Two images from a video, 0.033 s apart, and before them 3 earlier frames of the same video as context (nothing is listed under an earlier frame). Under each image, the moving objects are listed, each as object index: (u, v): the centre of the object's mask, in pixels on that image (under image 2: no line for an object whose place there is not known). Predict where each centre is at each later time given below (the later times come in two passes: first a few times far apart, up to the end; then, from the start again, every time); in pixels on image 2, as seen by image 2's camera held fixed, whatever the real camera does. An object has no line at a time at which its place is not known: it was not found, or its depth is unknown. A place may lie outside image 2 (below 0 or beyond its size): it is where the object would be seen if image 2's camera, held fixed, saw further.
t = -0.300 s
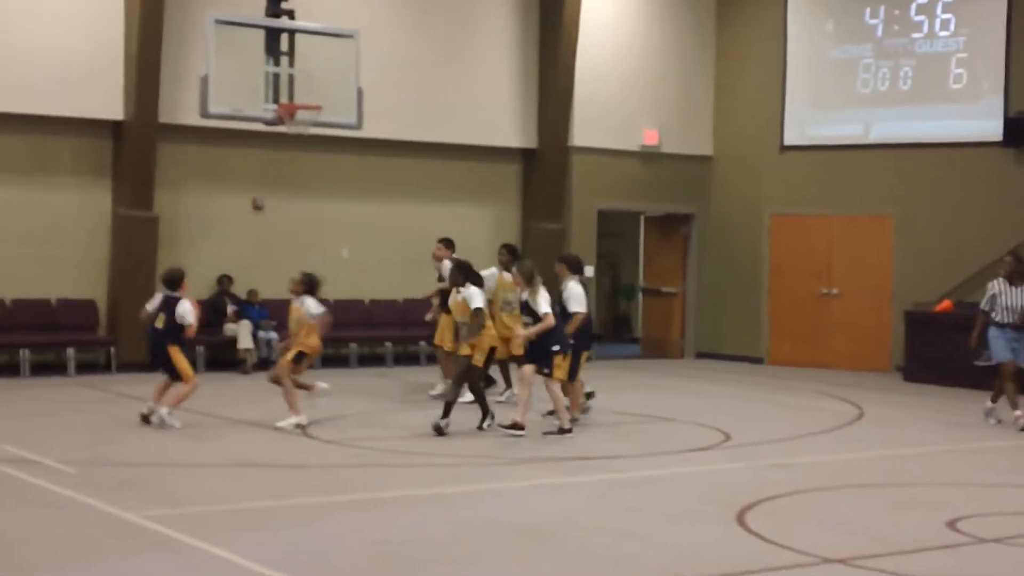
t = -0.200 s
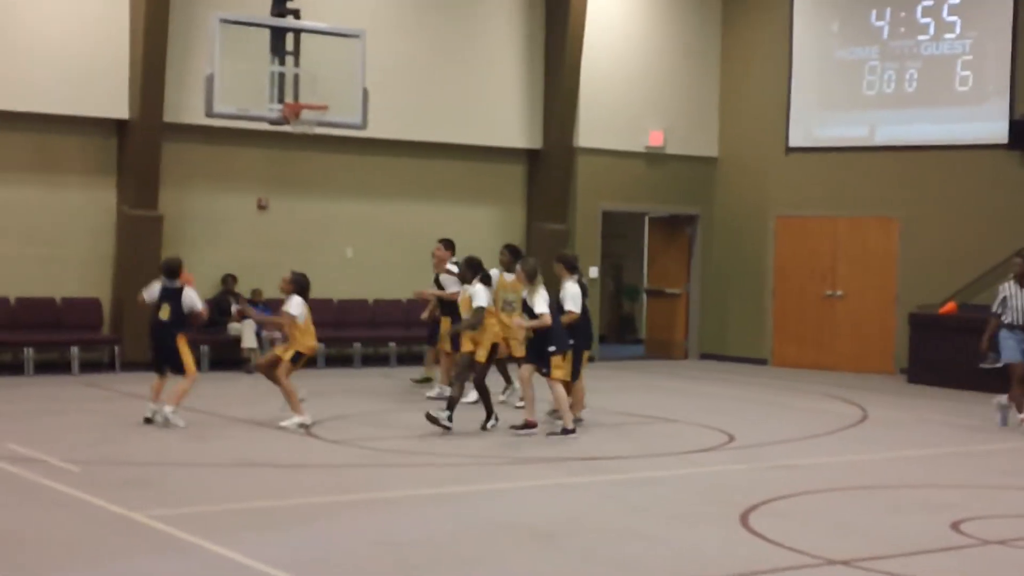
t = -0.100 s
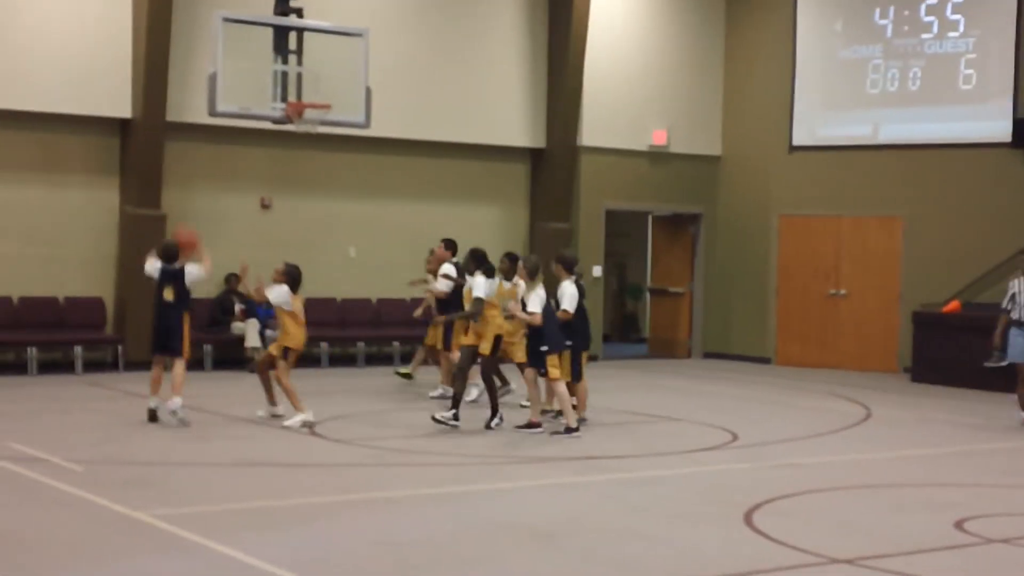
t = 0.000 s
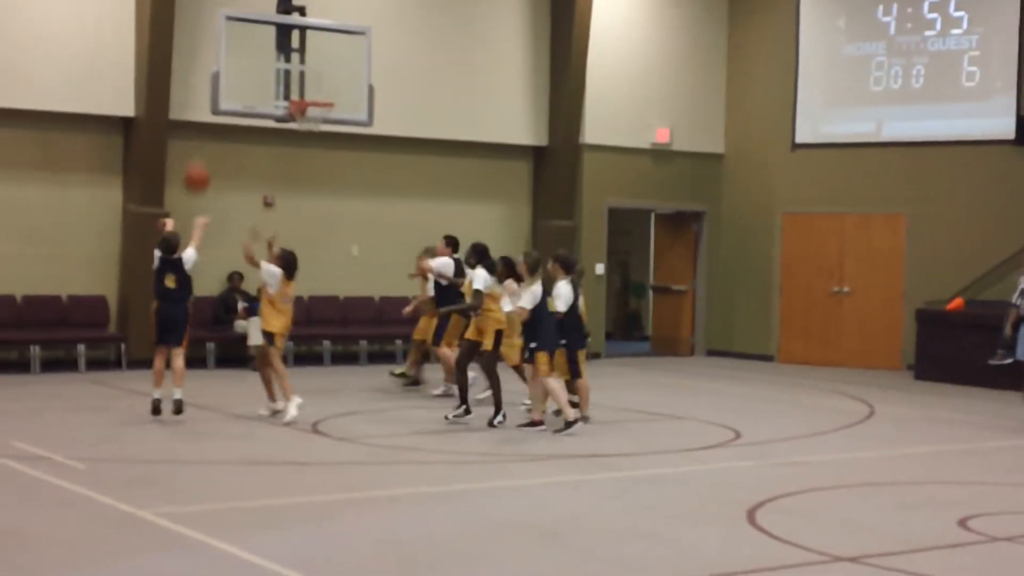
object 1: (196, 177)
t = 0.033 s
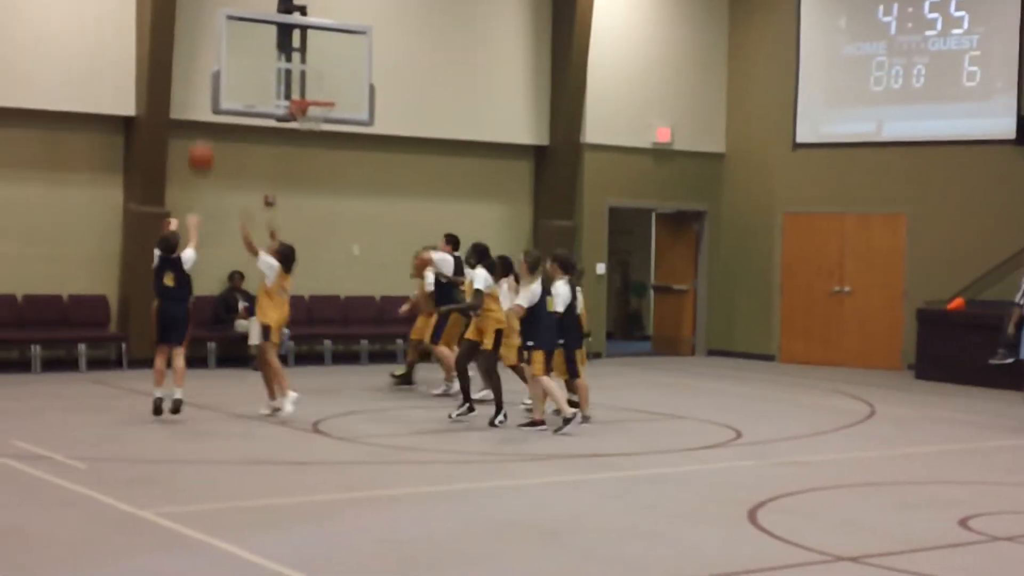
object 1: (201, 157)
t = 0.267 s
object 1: (223, 67)
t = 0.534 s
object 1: (243, 38)
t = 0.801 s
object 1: (261, 79)
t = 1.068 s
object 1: (284, 164)
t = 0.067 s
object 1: (204, 139)
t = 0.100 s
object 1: (208, 125)
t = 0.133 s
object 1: (211, 110)
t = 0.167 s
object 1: (214, 98)
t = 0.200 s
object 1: (217, 87)
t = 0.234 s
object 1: (220, 76)
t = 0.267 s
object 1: (223, 67)
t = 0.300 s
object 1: (226, 59)
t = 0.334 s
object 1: (228, 53)
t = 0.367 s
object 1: (231, 47)
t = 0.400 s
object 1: (233, 42)
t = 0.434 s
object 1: (236, 40)
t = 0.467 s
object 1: (238, 38)
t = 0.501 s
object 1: (241, 37)
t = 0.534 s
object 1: (243, 38)
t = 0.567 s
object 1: (245, 39)
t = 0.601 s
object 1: (248, 41)
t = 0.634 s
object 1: (250, 45)
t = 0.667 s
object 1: (252, 50)
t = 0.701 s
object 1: (254, 56)
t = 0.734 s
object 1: (257, 62)
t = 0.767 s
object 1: (258, 70)
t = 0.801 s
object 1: (261, 79)
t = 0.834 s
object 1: (263, 88)
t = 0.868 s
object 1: (264, 97)
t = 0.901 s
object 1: (267, 108)
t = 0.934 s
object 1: (269, 121)
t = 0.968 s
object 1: (273, 129)
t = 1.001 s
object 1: (276, 138)
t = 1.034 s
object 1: (281, 151)
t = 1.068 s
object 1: (284, 164)
